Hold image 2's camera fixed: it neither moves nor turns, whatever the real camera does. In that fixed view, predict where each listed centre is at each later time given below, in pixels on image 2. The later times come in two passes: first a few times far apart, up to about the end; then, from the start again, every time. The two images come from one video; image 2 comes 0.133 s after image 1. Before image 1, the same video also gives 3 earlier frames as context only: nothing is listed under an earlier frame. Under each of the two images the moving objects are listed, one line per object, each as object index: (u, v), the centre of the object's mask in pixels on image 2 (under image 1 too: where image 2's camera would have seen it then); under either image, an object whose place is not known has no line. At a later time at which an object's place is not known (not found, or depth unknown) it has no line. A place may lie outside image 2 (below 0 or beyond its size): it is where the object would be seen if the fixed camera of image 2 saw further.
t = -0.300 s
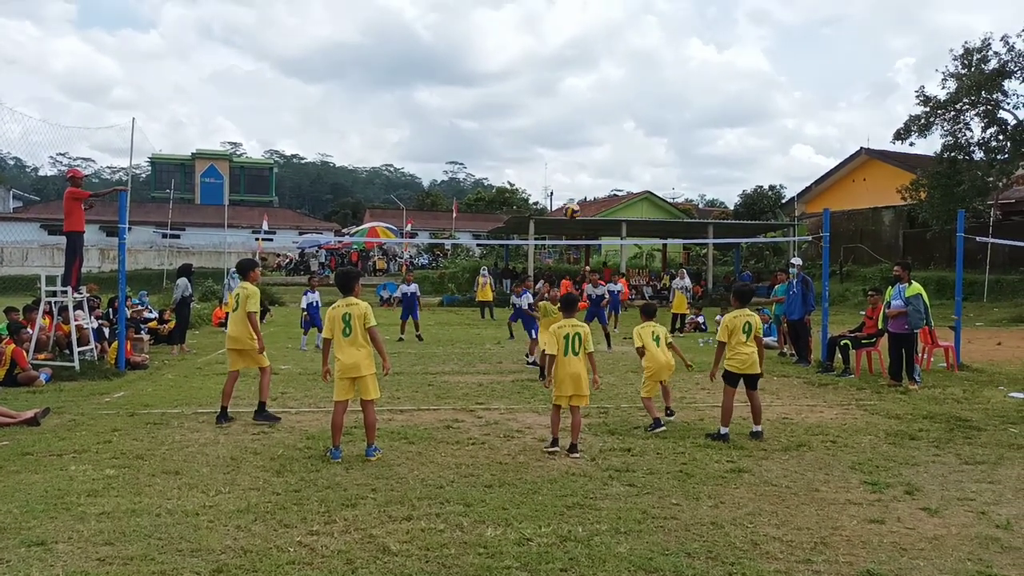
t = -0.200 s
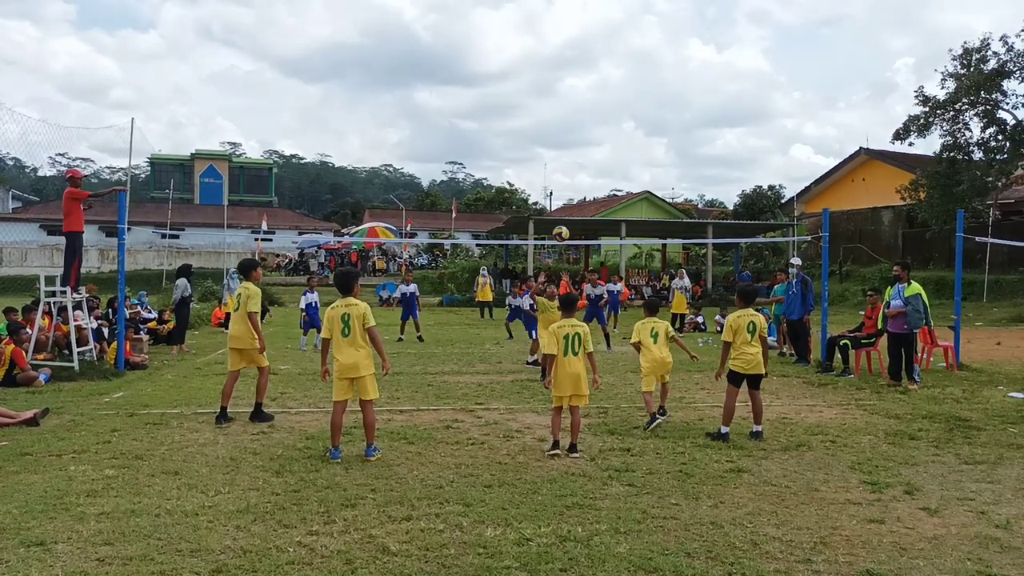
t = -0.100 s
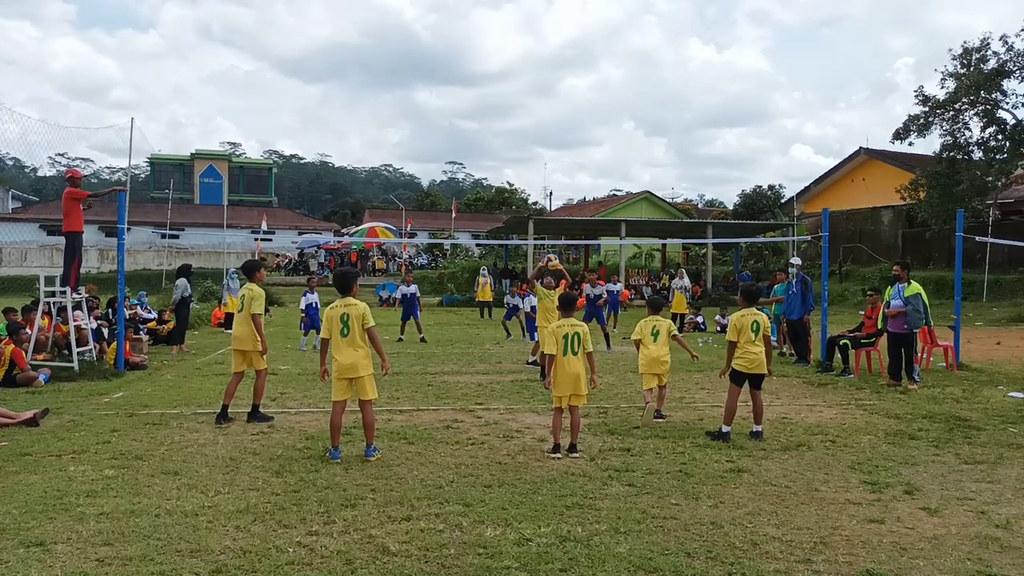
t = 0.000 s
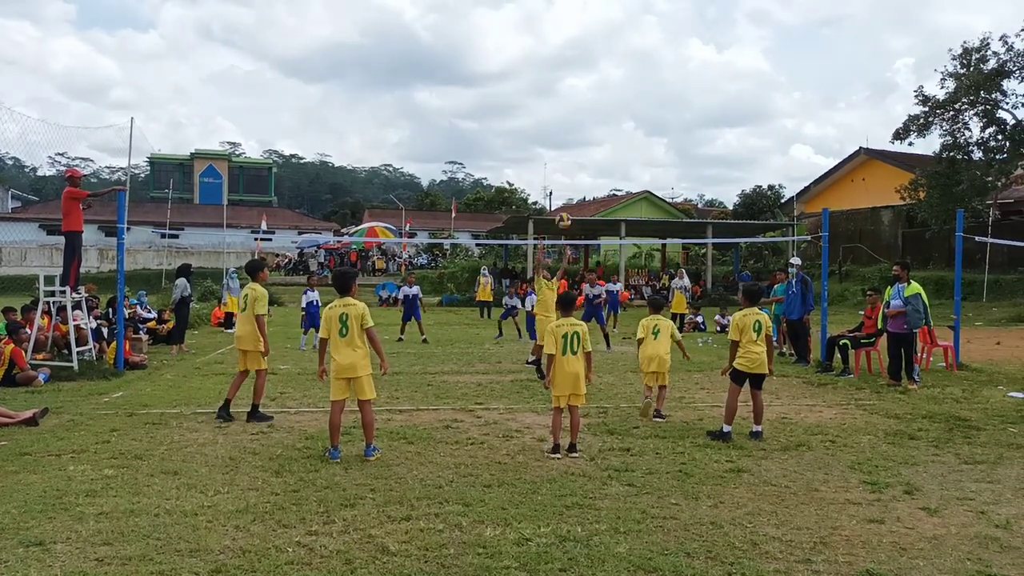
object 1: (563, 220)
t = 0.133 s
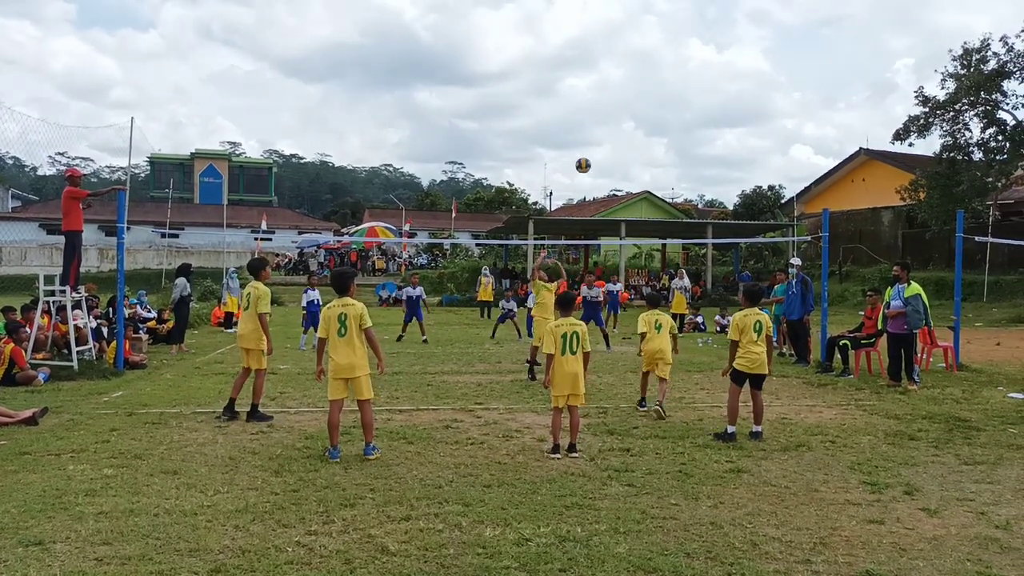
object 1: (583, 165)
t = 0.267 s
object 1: (602, 124)
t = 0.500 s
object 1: (637, 81)
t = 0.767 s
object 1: (677, 85)
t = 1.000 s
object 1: (710, 135)
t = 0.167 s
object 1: (588, 153)
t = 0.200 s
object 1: (592, 143)
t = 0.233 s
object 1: (598, 132)
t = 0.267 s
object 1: (602, 124)
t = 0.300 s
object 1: (608, 115)
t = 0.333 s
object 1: (613, 107)
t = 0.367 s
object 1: (618, 100)
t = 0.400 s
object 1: (622, 94)
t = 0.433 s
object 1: (627, 89)
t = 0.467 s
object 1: (632, 85)
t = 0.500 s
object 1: (637, 81)
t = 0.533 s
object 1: (642, 78)
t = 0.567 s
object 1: (647, 76)
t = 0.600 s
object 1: (652, 76)
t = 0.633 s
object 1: (657, 76)
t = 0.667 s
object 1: (662, 76)
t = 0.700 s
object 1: (667, 78)
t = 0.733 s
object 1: (672, 81)
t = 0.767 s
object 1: (677, 85)
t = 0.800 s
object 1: (682, 89)
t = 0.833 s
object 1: (686, 94)
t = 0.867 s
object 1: (691, 101)
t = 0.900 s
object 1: (696, 108)
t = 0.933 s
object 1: (701, 116)
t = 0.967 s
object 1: (706, 125)
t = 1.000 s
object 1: (710, 135)
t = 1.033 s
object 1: (715, 147)
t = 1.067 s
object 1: (720, 159)
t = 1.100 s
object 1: (724, 172)
